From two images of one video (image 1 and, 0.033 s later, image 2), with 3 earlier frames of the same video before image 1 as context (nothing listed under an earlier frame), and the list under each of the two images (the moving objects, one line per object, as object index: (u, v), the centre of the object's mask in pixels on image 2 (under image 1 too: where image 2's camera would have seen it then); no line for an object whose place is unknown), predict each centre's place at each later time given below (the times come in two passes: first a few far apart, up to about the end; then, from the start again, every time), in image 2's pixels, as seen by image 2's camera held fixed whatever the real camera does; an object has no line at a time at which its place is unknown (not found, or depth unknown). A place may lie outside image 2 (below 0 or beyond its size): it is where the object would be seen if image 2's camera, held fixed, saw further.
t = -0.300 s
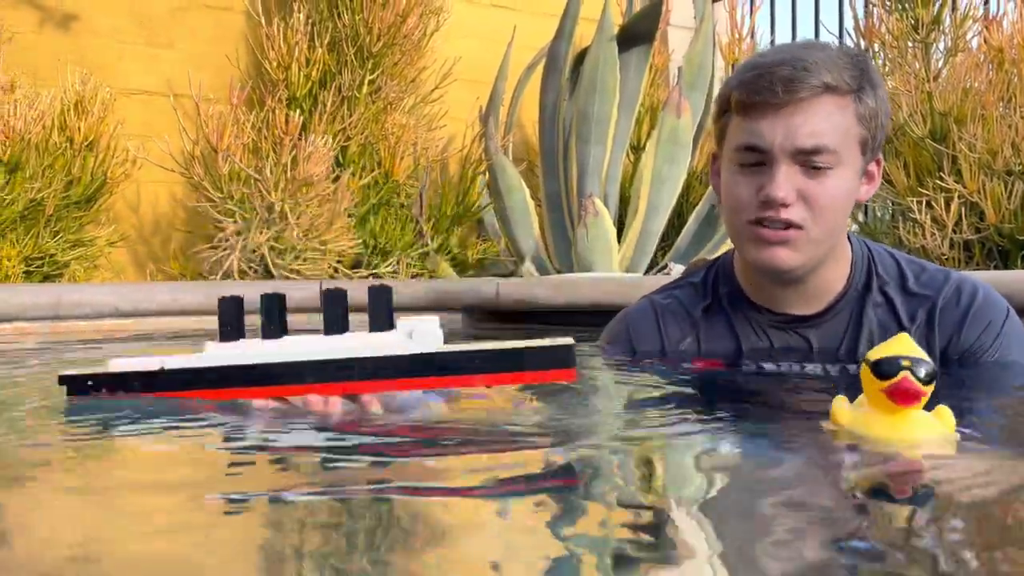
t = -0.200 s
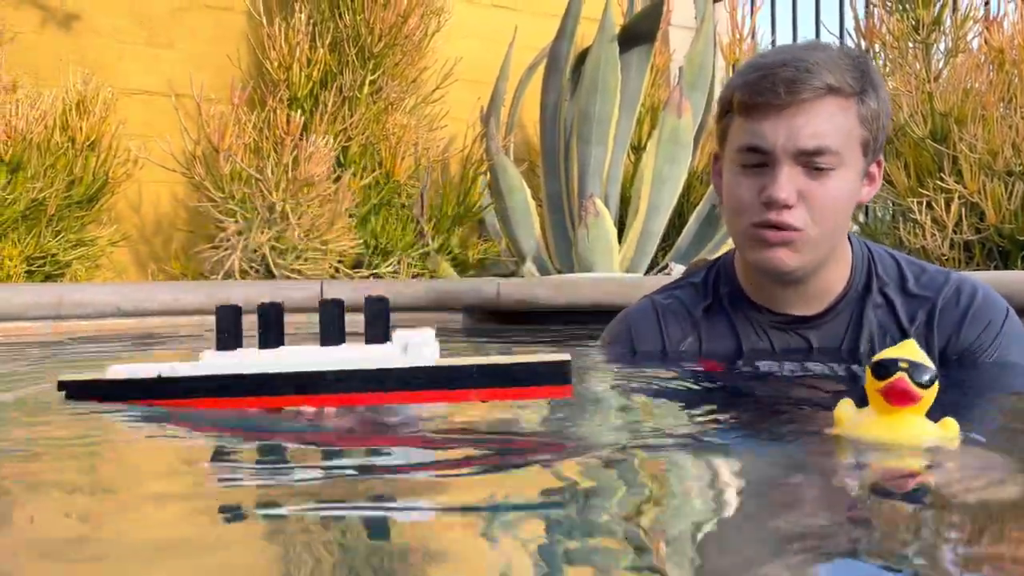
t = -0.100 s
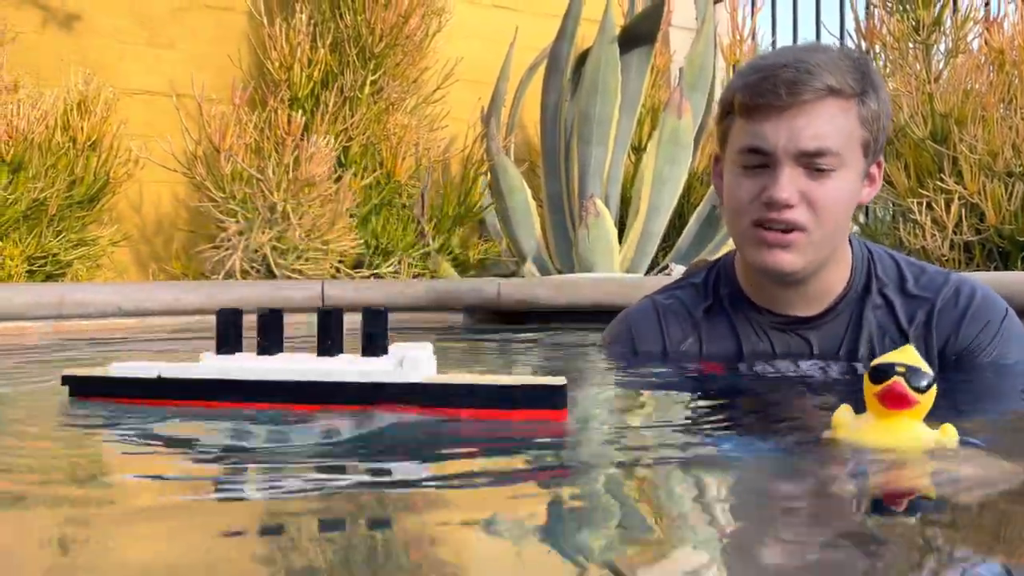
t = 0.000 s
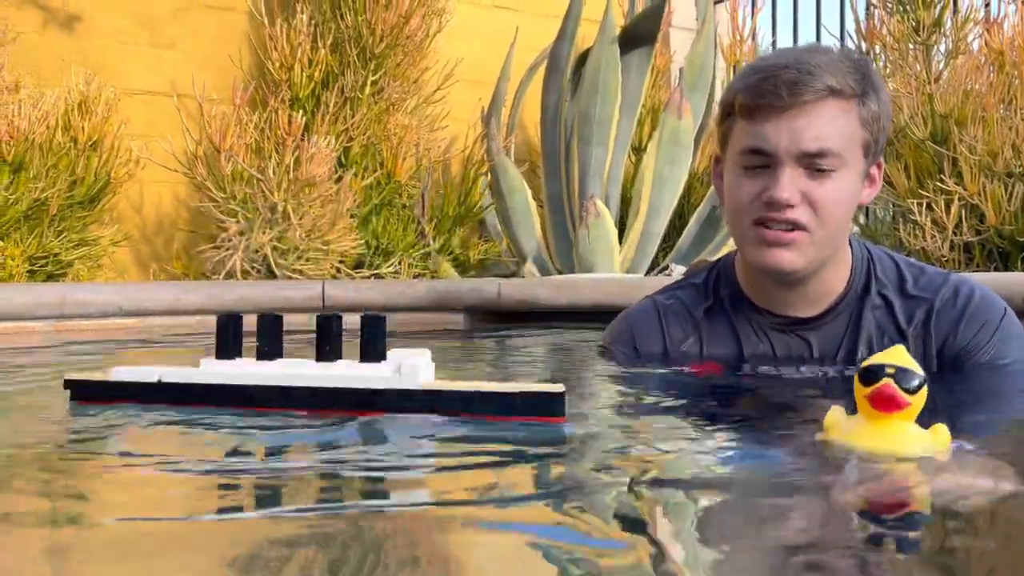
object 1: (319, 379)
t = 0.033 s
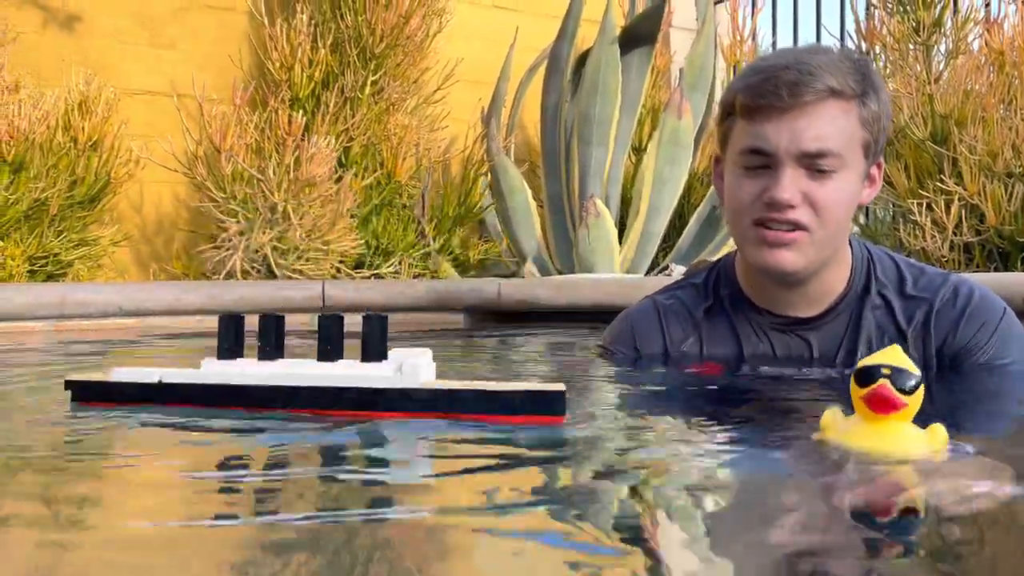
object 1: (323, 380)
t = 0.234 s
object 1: (331, 381)
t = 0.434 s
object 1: (347, 380)
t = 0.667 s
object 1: (372, 382)
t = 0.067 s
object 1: (327, 381)
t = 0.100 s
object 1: (326, 382)
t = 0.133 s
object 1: (328, 382)
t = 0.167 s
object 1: (327, 381)
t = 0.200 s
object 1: (329, 380)
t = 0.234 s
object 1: (331, 381)
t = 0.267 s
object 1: (333, 381)
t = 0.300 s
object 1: (336, 379)
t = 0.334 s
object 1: (341, 380)
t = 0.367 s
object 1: (342, 379)
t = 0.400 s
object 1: (344, 380)
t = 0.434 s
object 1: (347, 380)
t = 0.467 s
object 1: (349, 381)
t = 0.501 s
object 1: (350, 381)
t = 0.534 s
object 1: (352, 382)
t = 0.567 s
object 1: (354, 382)
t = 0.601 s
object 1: (360, 382)
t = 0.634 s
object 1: (367, 382)
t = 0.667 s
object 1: (372, 382)
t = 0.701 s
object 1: (376, 382)
